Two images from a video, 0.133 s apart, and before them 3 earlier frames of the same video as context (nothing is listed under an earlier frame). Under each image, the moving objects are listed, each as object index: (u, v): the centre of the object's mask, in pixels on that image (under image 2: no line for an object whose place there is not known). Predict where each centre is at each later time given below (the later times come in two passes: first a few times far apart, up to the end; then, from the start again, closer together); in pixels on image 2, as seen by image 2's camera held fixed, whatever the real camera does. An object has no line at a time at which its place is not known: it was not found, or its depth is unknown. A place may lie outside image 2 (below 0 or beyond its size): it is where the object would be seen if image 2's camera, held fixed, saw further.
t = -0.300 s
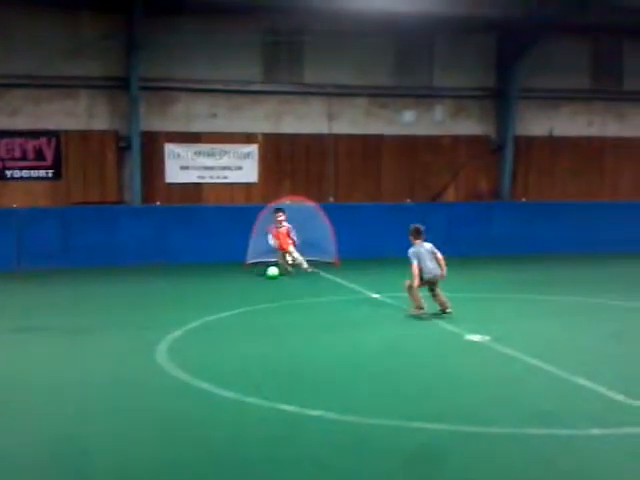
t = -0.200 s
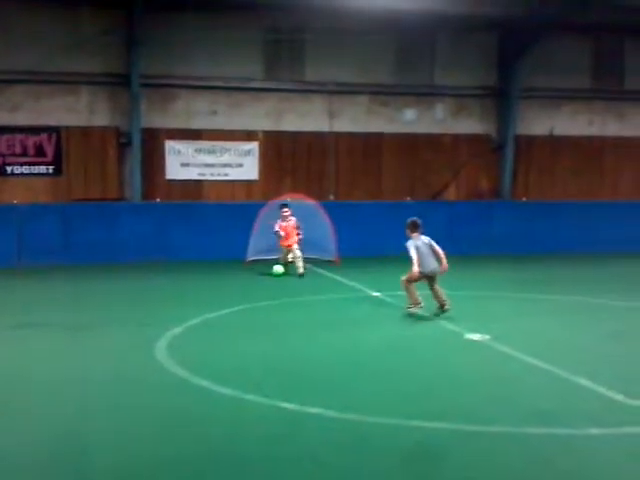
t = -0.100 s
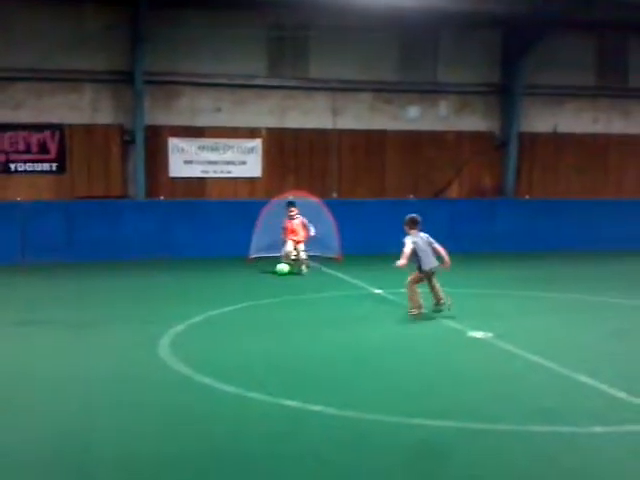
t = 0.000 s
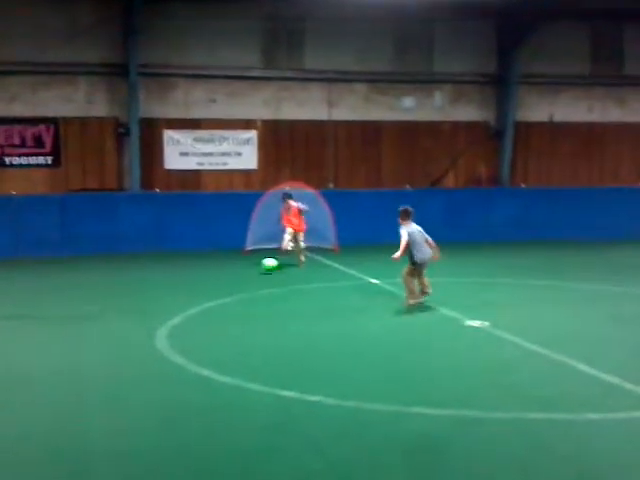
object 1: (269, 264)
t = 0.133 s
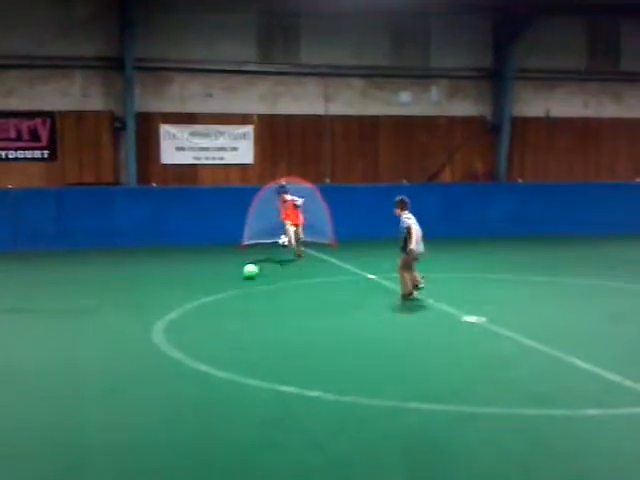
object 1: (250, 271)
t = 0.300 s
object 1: (228, 286)
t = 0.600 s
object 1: (183, 317)
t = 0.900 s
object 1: (126, 354)
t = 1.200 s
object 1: (38, 411)
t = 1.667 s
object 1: (-227, 585)
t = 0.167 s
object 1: (246, 274)
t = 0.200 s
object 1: (242, 277)
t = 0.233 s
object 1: (237, 281)
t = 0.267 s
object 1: (232, 283)
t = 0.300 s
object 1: (228, 286)
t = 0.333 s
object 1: (224, 290)
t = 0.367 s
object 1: (219, 293)
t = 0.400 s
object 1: (214, 296)
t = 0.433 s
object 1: (209, 299)
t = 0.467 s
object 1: (203, 303)
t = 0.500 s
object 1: (198, 307)
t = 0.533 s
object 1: (193, 309)
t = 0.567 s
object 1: (188, 313)
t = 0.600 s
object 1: (183, 317)
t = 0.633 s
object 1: (178, 321)
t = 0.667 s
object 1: (171, 324)
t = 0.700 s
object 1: (166, 328)
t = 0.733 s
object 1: (160, 332)
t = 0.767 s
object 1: (153, 335)
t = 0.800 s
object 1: (147, 340)
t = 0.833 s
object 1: (140, 345)
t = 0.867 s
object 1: (132, 350)
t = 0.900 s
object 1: (126, 354)
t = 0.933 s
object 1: (118, 360)
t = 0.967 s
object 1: (109, 365)
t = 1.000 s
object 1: (99, 370)
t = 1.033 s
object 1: (91, 376)
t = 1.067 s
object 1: (82, 383)
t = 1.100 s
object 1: (73, 390)
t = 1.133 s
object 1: (62, 396)
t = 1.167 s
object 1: (50, 403)
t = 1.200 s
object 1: (38, 411)
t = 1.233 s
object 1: (27, 420)
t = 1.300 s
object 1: (-2, 438)
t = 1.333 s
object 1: (-17, 449)
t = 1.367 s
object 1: (-28, 459)
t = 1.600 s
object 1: (-178, 554)
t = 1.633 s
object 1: (-204, 569)
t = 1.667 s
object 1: (-227, 585)
